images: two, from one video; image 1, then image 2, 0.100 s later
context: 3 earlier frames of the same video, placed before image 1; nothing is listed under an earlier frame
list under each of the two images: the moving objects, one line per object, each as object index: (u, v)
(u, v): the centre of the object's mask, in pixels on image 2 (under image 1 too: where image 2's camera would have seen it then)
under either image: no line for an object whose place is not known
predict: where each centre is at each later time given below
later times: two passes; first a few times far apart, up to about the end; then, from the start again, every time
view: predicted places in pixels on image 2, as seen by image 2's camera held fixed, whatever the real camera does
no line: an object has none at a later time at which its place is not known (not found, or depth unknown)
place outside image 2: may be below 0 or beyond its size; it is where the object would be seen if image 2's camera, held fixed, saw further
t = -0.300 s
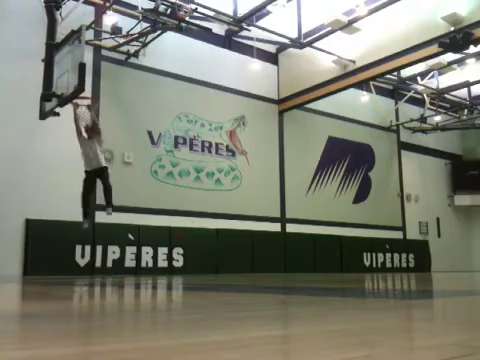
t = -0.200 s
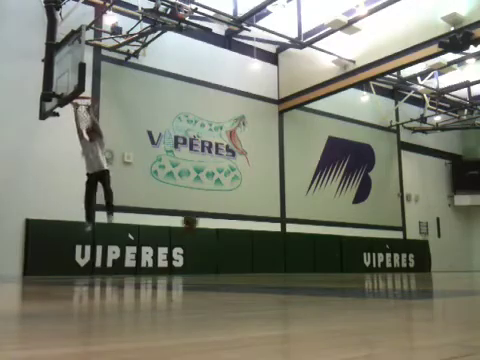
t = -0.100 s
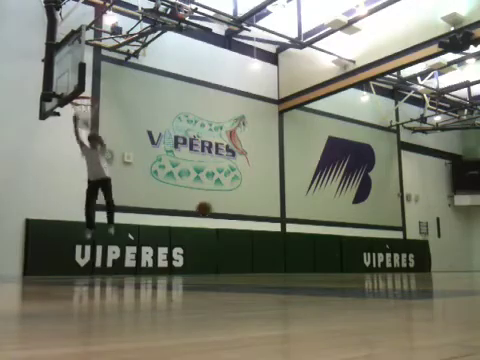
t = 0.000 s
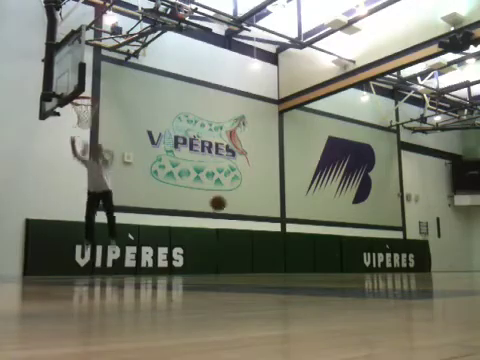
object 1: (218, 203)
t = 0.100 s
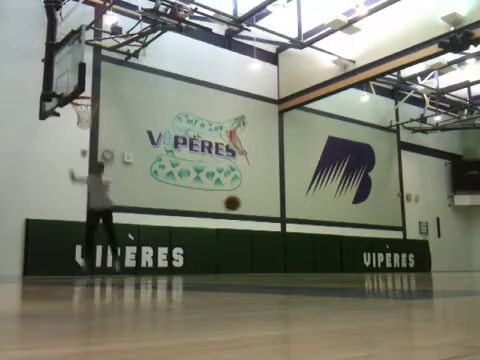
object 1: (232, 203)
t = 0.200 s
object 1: (246, 209)
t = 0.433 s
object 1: (280, 247)
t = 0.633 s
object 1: (309, 244)
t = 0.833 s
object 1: (336, 225)
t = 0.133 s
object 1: (236, 205)
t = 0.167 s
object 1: (241, 207)
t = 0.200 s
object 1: (246, 209)
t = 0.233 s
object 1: (251, 211)
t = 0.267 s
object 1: (256, 217)
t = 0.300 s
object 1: (261, 222)
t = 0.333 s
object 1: (266, 228)
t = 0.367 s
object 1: (270, 233)
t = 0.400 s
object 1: (277, 240)
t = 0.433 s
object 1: (280, 247)
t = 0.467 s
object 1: (288, 257)
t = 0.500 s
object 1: (291, 264)
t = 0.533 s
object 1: (295, 262)
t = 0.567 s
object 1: (298, 254)
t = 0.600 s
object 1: (303, 247)
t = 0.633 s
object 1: (309, 244)
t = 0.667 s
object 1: (312, 239)
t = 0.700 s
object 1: (318, 232)
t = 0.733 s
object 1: (323, 230)
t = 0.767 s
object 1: (327, 230)
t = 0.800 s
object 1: (331, 227)
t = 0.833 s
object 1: (336, 225)
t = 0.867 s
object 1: (341, 225)
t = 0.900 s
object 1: (345, 225)
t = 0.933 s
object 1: (350, 226)
